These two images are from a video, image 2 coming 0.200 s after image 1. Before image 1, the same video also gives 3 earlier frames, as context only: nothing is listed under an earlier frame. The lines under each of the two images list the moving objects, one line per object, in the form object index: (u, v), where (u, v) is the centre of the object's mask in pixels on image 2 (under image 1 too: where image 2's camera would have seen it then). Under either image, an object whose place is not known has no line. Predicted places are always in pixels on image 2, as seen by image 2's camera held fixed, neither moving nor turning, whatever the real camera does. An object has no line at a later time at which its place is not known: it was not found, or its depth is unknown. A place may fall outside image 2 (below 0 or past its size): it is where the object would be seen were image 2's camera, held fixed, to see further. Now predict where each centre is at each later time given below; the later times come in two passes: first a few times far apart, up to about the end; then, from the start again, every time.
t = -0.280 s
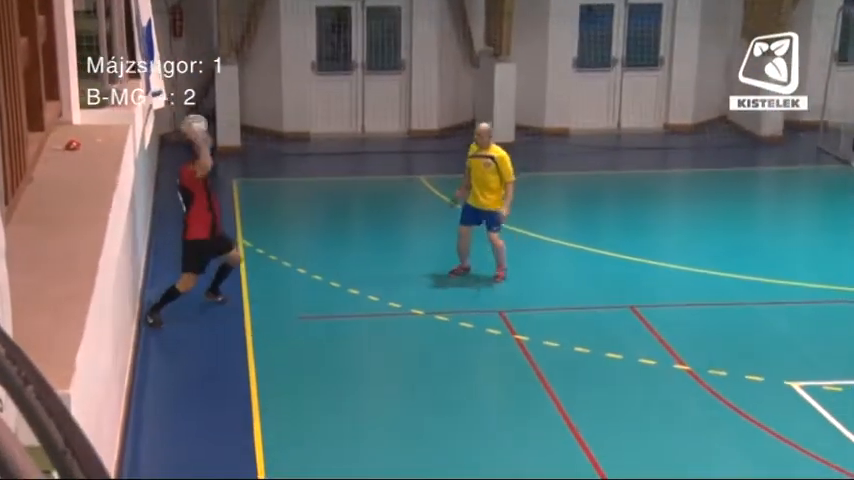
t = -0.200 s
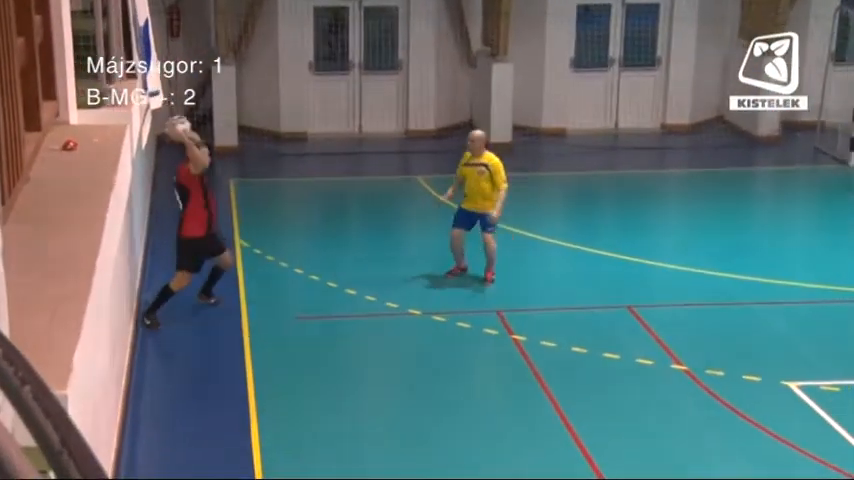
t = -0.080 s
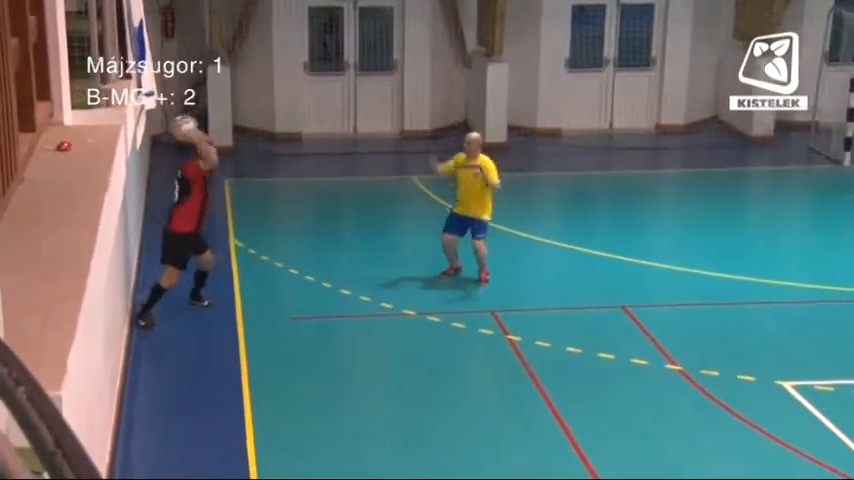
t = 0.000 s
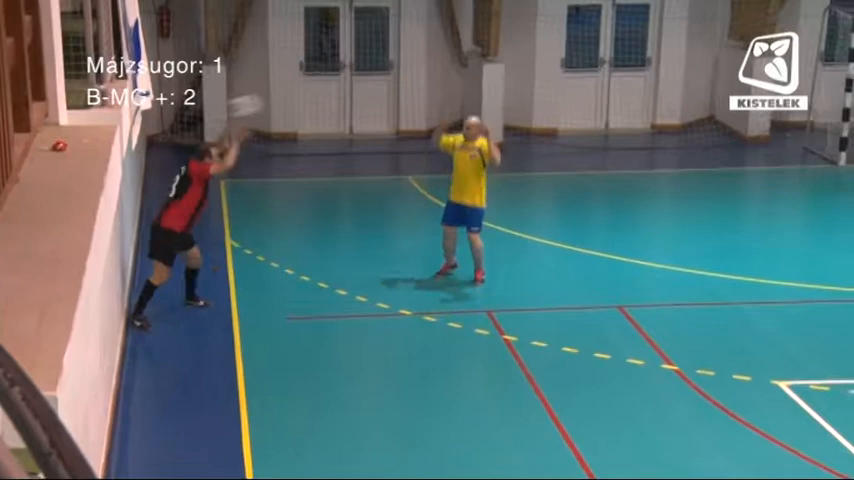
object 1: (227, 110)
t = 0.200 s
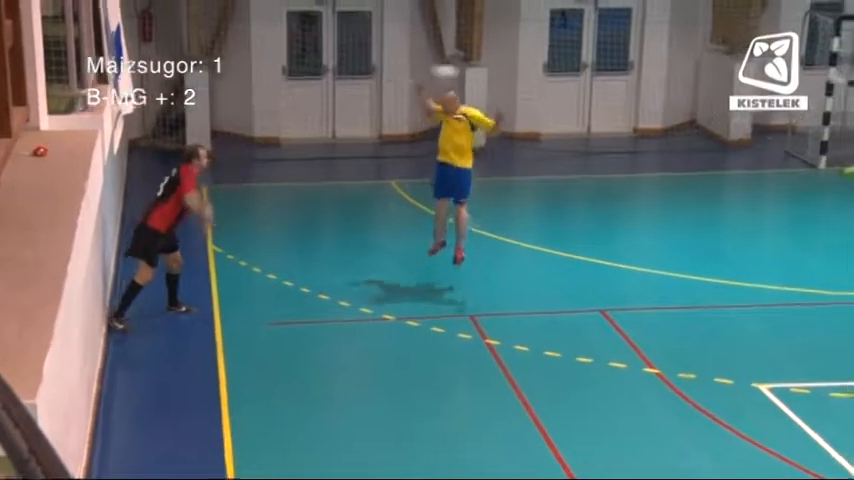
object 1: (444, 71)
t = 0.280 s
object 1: (522, 68)
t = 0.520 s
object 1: (736, 91)
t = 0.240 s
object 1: (484, 68)
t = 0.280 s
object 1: (522, 68)
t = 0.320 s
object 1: (559, 70)
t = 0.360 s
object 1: (597, 72)
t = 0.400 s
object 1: (633, 72)
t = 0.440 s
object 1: (668, 79)
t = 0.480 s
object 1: (703, 84)
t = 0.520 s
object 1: (736, 91)
